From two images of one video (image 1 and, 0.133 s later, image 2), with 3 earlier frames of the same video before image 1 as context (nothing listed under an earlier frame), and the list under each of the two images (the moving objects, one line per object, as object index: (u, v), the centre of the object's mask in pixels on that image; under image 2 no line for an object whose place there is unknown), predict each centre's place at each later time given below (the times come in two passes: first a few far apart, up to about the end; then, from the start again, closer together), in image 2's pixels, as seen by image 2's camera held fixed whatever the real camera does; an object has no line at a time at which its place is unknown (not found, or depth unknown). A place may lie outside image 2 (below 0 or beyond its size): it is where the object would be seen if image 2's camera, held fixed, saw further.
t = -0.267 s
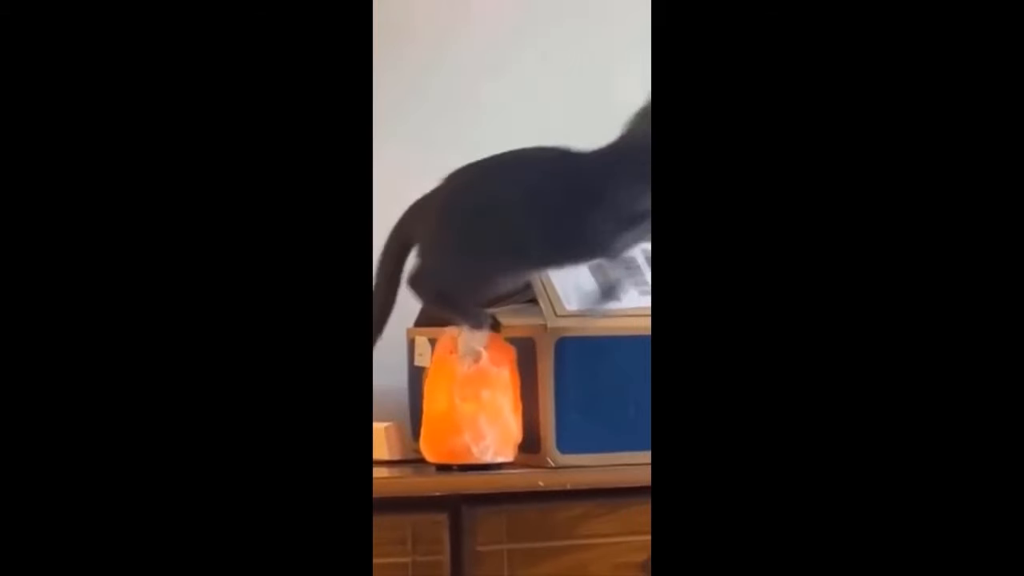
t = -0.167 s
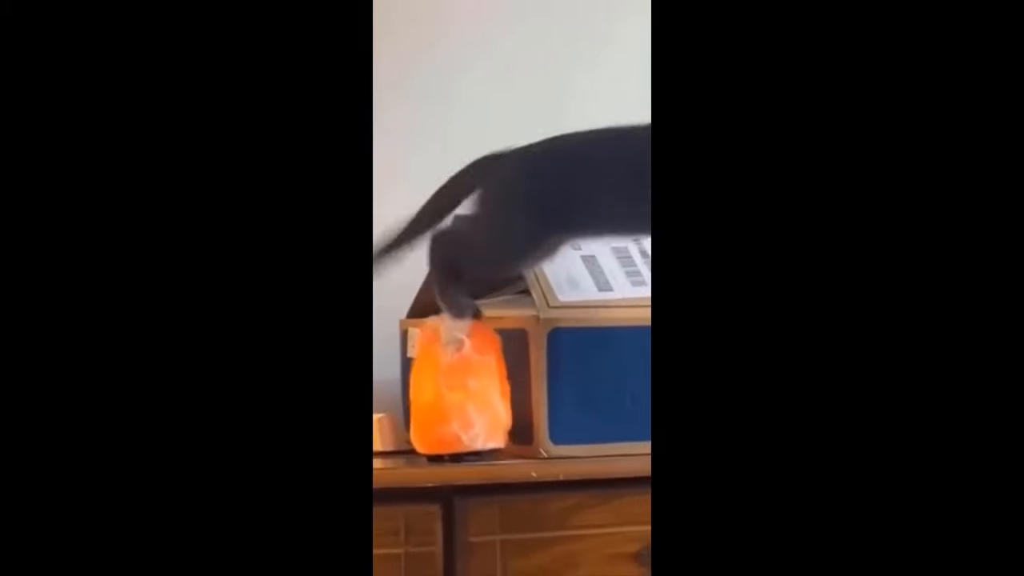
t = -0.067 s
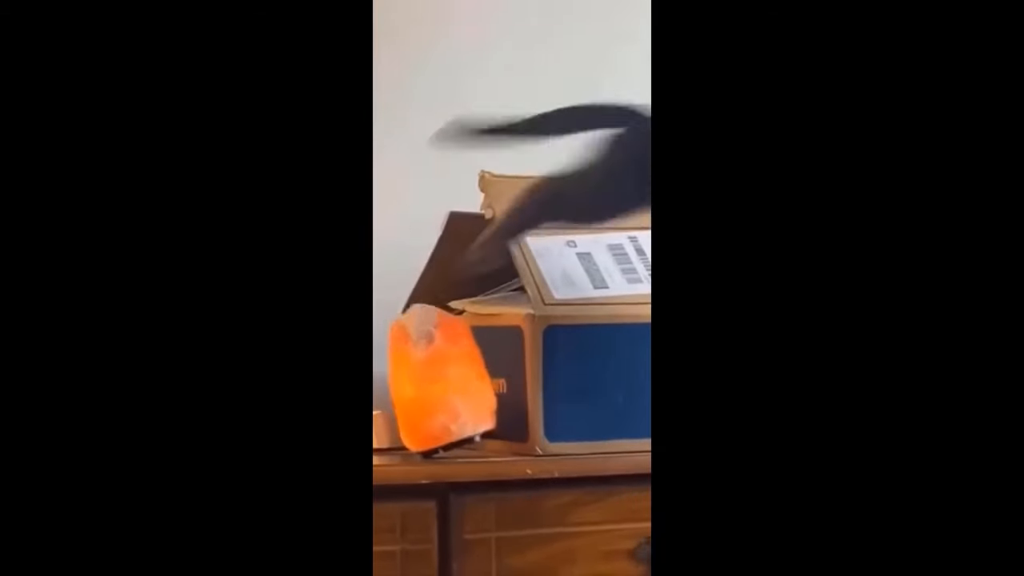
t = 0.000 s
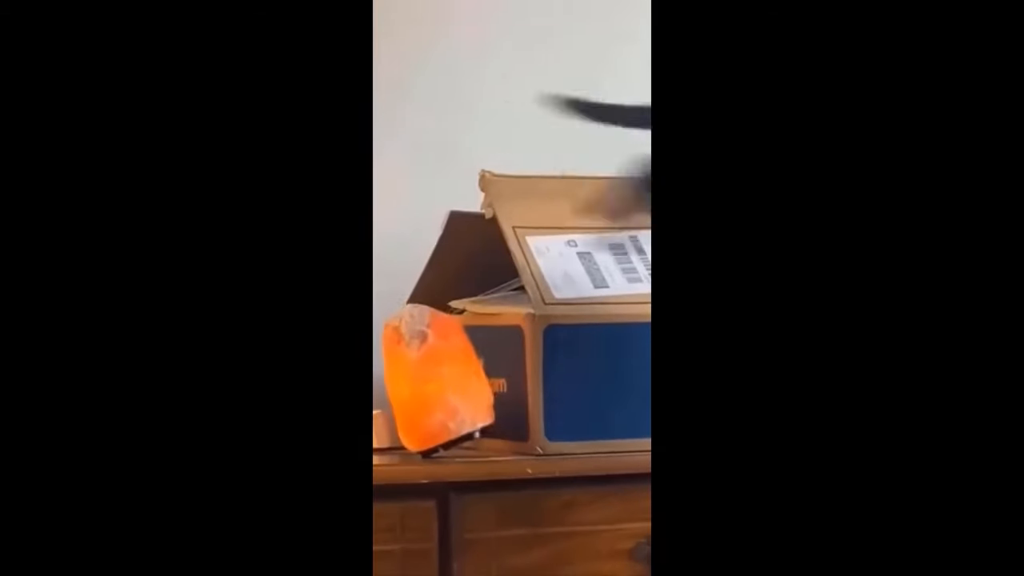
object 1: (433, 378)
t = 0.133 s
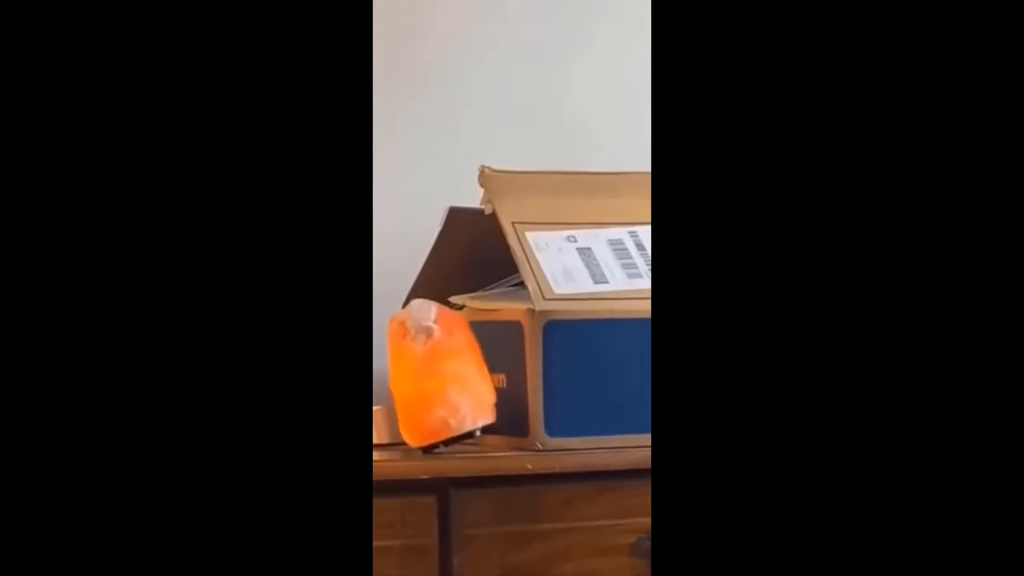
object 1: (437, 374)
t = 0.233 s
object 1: (455, 381)
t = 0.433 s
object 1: (467, 382)
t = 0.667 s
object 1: (470, 382)
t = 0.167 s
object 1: (441, 375)
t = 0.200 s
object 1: (446, 377)
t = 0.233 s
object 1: (455, 381)
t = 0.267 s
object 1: (465, 381)
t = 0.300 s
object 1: (472, 380)
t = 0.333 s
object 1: (471, 382)
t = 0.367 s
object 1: (467, 382)
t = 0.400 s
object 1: (467, 382)
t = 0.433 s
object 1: (467, 382)
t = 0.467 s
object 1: (467, 383)
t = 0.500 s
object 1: (467, 383)
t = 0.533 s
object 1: (468, 382)
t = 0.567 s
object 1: (469, 382)
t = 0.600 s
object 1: (470, 382)
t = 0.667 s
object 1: (470, 382)
